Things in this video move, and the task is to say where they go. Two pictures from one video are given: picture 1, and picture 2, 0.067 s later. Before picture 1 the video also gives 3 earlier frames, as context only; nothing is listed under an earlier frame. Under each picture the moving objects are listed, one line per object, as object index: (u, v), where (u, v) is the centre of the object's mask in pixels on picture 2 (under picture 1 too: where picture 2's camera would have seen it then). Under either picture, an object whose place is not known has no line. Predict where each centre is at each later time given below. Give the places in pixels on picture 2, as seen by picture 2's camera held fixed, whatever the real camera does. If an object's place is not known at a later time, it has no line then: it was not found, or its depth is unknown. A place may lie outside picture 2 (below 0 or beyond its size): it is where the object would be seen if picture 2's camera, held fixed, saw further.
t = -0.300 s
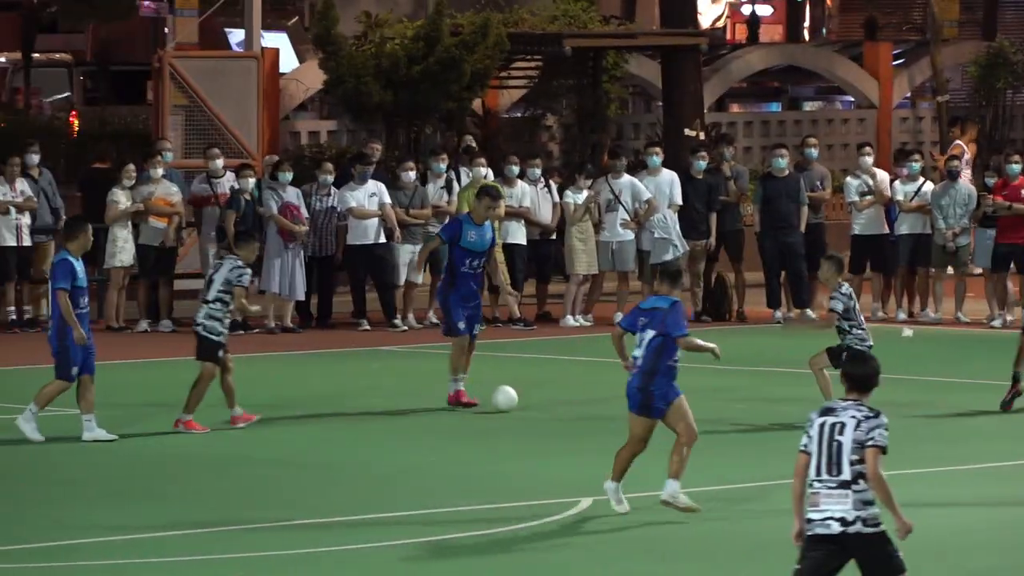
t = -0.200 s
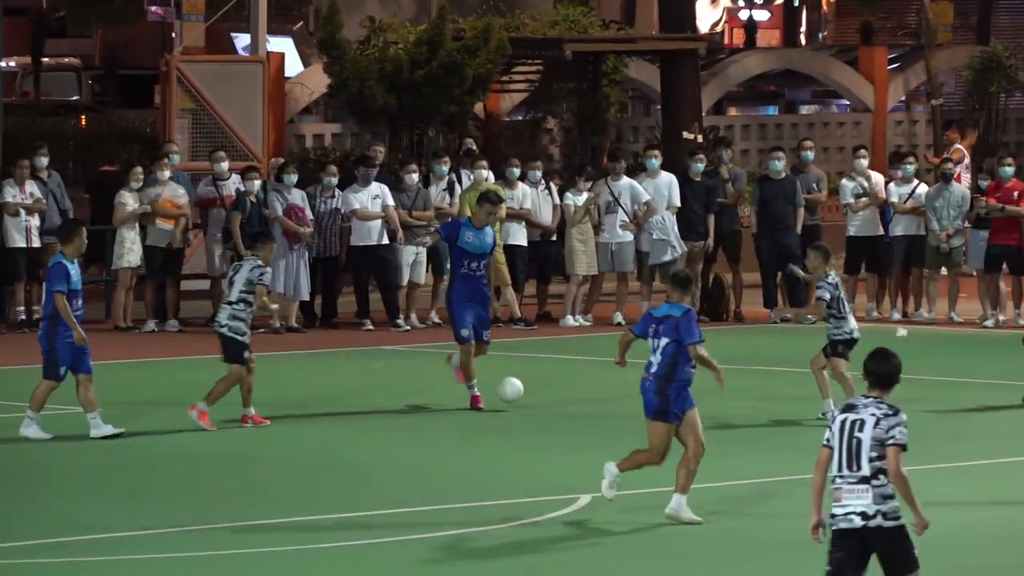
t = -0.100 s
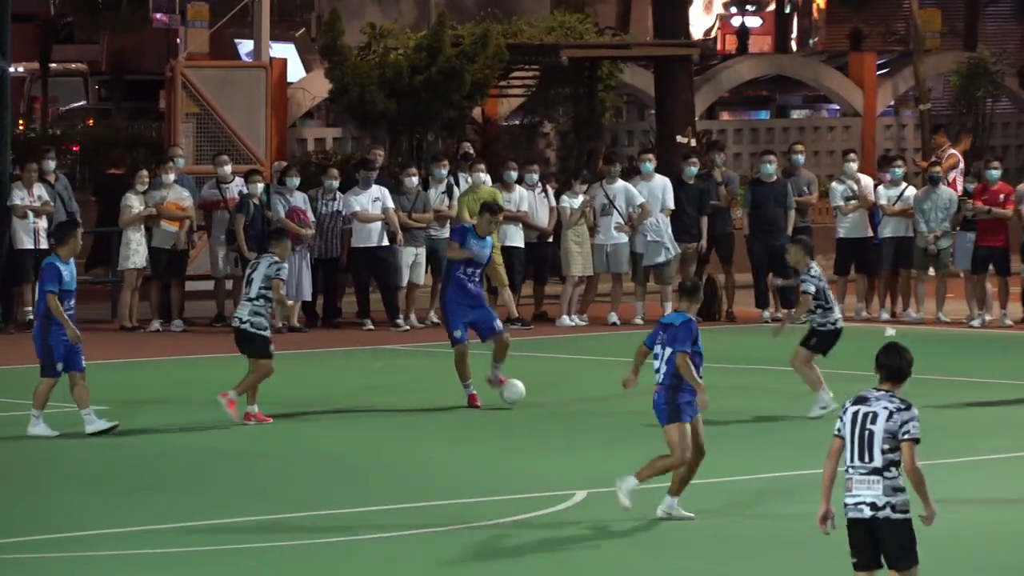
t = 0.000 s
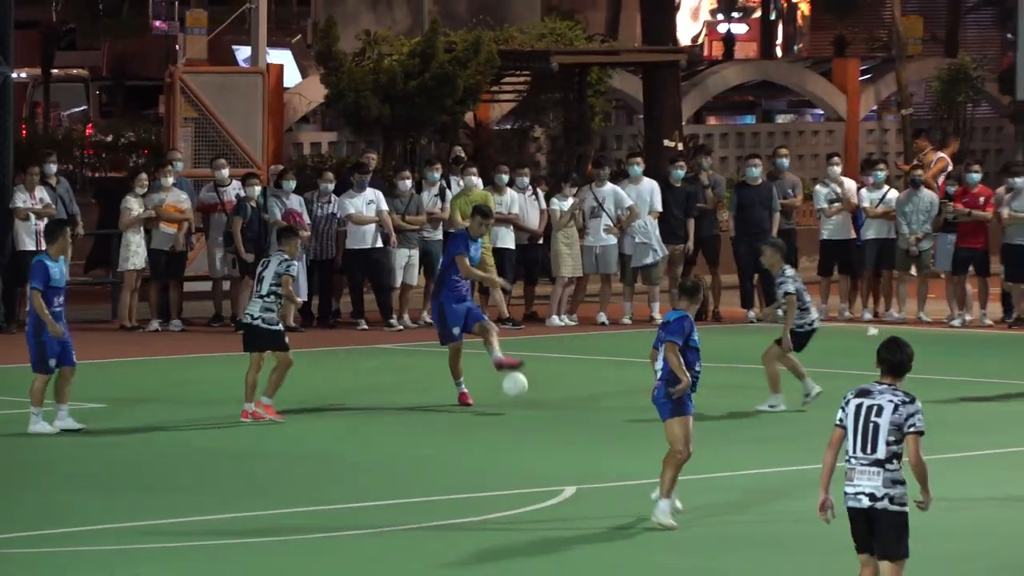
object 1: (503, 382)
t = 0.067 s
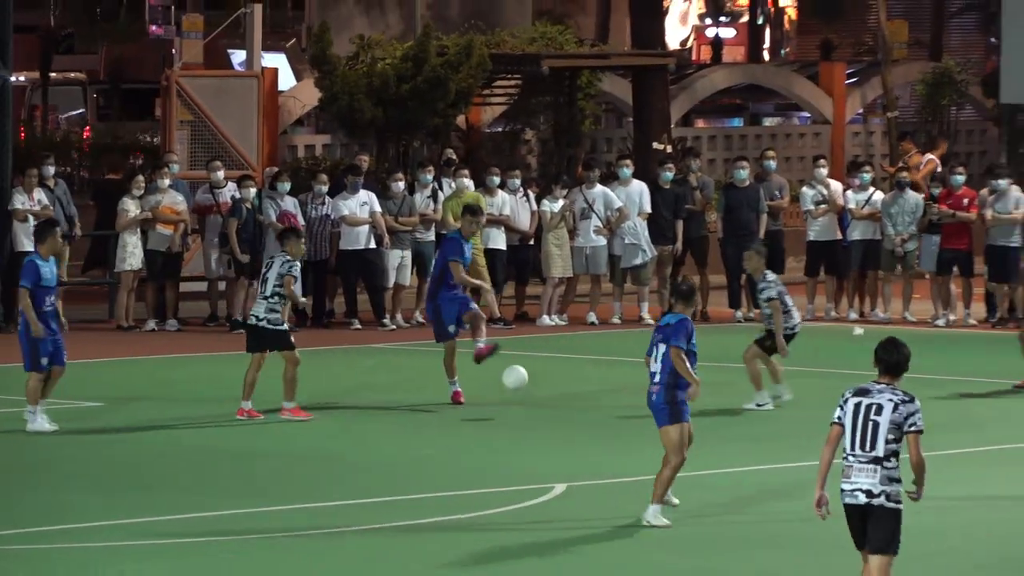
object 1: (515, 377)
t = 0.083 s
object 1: (517, 376)
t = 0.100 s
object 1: (520, 376)
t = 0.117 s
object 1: (523, 377)
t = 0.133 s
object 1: (526, 377)
